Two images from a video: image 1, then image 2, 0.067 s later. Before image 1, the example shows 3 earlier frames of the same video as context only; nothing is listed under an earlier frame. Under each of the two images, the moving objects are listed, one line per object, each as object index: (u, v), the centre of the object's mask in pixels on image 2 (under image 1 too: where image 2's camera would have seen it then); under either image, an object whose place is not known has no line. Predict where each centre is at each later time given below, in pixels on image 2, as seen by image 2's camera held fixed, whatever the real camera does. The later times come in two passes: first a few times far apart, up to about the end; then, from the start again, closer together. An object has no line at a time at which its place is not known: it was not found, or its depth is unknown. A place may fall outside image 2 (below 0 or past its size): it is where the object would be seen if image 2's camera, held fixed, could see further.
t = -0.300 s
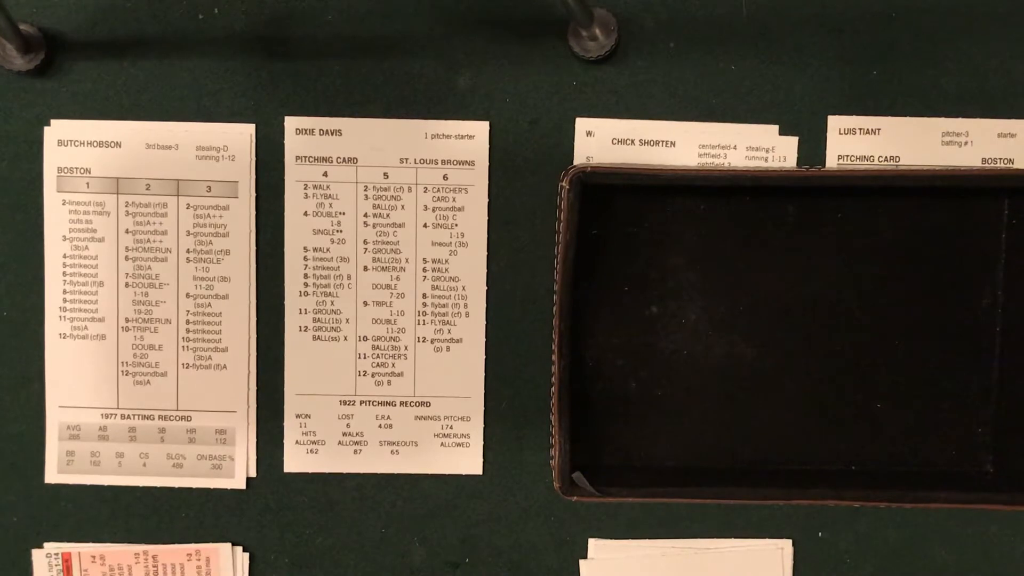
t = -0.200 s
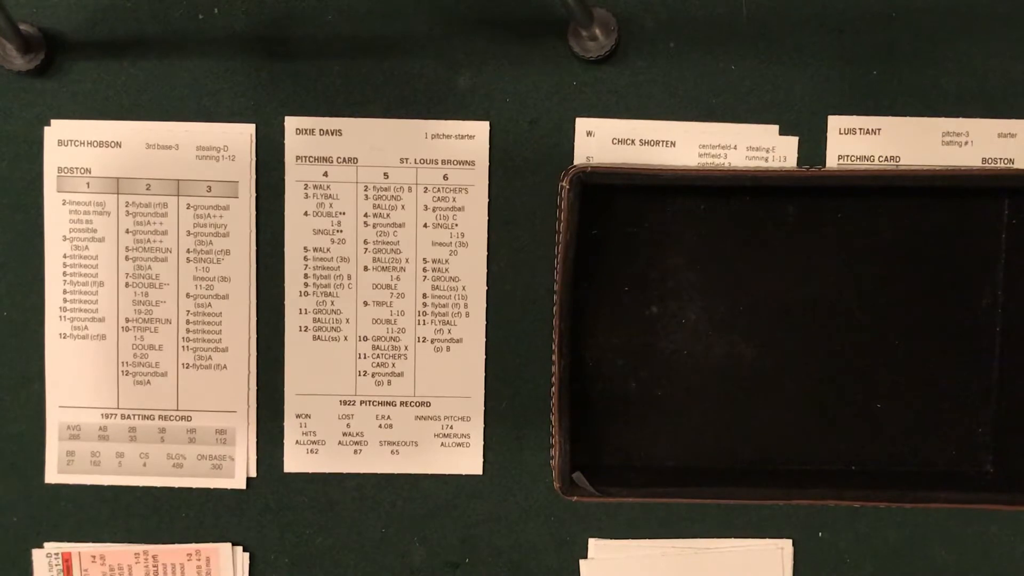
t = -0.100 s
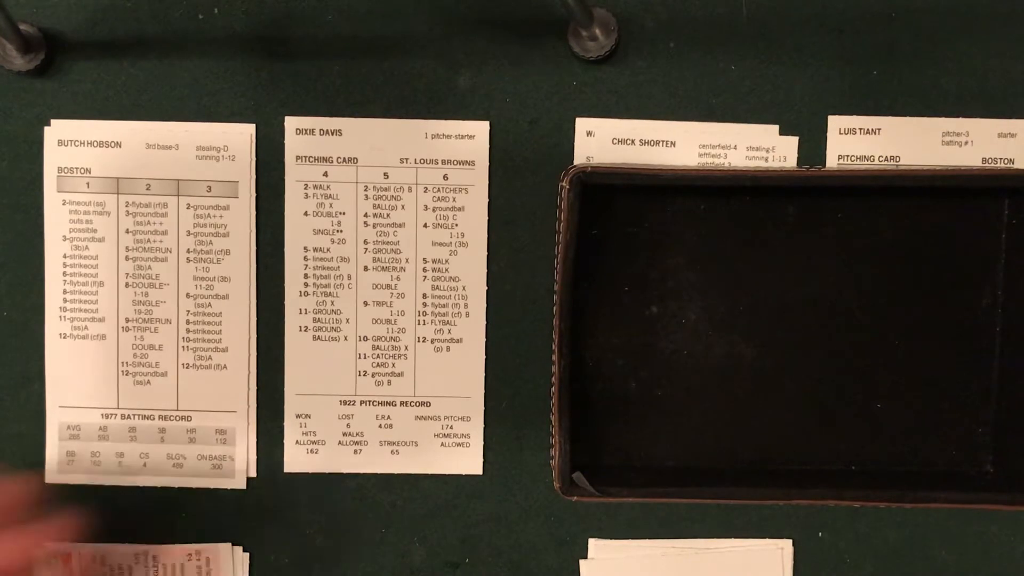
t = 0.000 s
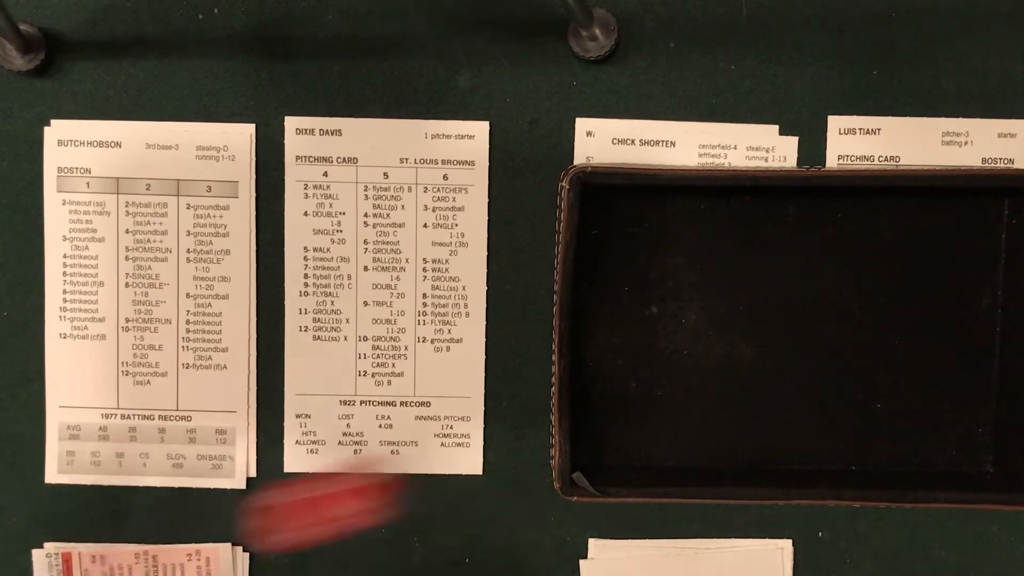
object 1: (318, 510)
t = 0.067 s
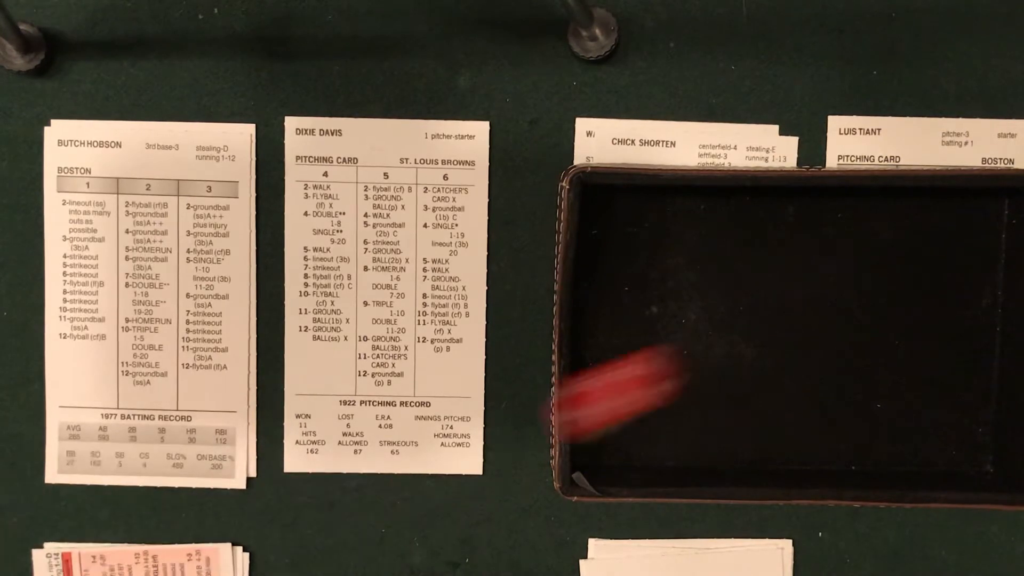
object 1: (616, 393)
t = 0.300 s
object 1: (943, 255)
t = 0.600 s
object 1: (890, 265)
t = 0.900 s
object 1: (890, 265)
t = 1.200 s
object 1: (890, 265)
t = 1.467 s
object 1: (890, 265)
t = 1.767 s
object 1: (890, 264)
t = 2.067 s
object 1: (890, 264)
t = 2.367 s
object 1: (890, 264)
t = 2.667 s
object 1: (890, 264)
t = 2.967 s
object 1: (890, 264)
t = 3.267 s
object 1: (890, 264)
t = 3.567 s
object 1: (890, 264)
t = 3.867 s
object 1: (890, 264)
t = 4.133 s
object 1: (890, 264)
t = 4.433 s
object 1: (890, 265)
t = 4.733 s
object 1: (890, 264)
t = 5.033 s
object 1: (890, 264)
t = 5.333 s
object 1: (890, 265)
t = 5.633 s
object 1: (890, 265)
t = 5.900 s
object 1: (890, 264)
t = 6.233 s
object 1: (890, 264)
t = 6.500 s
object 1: (890, 264)
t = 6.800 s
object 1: (890, 264)
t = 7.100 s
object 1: (890, 264)
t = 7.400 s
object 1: (890, 264)
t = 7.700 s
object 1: (890, 264)
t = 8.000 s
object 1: (890, 264)
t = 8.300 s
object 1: (890, 264)
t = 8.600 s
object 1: (890, 264)
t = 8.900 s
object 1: (890, 264)
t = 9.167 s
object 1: (890, 264)
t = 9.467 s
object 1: (890, 265)
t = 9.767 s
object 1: (890, 264)
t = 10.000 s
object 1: (890, 264)
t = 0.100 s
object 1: (722, 342)
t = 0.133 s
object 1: (818, 313)
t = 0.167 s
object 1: (971, 280)
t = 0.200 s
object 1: (974, 268)
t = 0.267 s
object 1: (958, 259)
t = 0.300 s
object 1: (943, 255)
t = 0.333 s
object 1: (928, 252)
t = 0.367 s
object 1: (914, 253)
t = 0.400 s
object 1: (904, 256)
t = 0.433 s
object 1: (899, 261)
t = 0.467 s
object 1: (891, 264)
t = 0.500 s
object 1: (888, 266)
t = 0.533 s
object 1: (890, 265)
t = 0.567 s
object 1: (890, 264)
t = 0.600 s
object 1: (890, 265)
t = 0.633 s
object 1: (890, 265)
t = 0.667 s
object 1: (890, 265)
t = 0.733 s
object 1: (890, 265)
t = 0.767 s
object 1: (890, 265)
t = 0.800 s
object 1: (890, 265)
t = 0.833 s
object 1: (890, 265)
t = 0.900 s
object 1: (890, 265)
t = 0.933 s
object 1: (890, 265)
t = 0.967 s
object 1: (890, 265)
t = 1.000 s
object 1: (890, 265)
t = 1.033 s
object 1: (890, 265)
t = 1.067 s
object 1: (890, 265)
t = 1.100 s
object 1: (890, 265)
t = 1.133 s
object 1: (890, 265)
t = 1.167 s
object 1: (890, 265)
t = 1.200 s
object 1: (890, 265)
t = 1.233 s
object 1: (890, 265)
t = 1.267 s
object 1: (890, 265)
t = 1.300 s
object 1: (890, 265)
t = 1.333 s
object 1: (890, 265)
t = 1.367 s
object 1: (890, 265)
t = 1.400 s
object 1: (890, 265)
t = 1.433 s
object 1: (890, 265)
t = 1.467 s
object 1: (890, 265)
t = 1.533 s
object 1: (890, 265)
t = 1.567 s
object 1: (890, 265)
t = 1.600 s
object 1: (890, 265)
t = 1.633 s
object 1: (890, 265)
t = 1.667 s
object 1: (890, 264)
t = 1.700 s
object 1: (890, 264)
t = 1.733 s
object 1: (890, 264)
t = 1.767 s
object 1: (890, 264)
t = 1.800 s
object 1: (890, 264)
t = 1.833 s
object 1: (890, 264)
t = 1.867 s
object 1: (890, 264)
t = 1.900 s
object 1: (890, 264)
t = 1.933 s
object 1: (890, 264)
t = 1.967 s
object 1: (890, 264)
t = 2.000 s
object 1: (890, 264)
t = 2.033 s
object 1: (890, 264)
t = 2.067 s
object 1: (890, 264)
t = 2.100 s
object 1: (890, 265)
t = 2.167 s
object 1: (890, 264)
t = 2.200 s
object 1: (890, 264)
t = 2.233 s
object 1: (890, 264)
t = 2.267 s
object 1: (890, 264)
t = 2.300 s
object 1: (890, 264)
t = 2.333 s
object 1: (890, 264)
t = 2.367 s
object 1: (890, 264)
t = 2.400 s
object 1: (890, 264)
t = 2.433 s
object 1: (890, 264)
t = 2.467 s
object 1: (890, 264)
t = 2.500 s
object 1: (890, 264)
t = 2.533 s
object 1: (890, 264)
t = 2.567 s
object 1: (890, 264)
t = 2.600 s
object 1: (890, 264)
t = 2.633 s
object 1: (890, 264)
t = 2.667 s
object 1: (890, 264)
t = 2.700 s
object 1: (890, 265)
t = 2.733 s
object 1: (890, 264)
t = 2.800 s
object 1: (890, 264)
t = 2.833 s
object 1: (890, 264)
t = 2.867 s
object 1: (890, 264)
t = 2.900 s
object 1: (890, 265)
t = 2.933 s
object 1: (890, 264)
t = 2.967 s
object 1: (890, 264)
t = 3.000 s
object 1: (890, 265)
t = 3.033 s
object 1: (890, 264)
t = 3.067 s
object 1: (890, 264)
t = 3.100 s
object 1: (890, 264)
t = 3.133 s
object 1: (890, 264)
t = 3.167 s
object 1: (890, 264)
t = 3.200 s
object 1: (890, 264)
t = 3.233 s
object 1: (890, 264)
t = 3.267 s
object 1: (890, 264)
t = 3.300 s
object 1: (890, 264)
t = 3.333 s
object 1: (890, 265)
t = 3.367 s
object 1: (890, 264)
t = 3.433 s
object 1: (890, 264)
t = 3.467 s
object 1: (890, 264)
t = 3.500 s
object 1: (890, 264)
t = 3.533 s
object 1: (890, 265)
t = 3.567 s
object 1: (890, 264)
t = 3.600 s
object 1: (890, 265)
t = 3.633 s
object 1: (890, 264)
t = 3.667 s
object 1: (890, 264)
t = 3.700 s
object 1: (890, 264)
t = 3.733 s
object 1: (890, 265)
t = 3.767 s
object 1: (890, 264)
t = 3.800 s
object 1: (890, 265)
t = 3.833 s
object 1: (890, 265)
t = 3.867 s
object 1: (890, 264)
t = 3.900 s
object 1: (890, 265)
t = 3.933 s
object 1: (890, 264)
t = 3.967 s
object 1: (890, 264)
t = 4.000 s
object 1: (890, 264)
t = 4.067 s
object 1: (890, 265)
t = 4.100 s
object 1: (890, 264)
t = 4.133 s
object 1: (890, 264)
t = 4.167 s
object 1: (890, 264)
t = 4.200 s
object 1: (890, 264)
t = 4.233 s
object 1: (890, 264)
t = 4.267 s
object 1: (890, 264)
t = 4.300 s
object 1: (890, 264)
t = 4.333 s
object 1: (890, 265)
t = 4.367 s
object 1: (890, 265)
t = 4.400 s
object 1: (890, 264)
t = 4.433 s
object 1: (890, 265)
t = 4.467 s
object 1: (890, 265)
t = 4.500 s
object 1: (890, 265)
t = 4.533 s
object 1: (890, 264)
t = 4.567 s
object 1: (890, 264)
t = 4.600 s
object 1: (890, 264)
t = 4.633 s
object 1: (890, 265)
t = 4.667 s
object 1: (890, 265)
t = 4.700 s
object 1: (890, 264)
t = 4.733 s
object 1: (890, 264)
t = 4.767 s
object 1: (890, 264)
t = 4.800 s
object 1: (890, 265)
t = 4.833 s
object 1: (890, 264)
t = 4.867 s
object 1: (890, 264)
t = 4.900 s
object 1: (890, 264)
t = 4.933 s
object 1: (890, 264)
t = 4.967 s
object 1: (890, 265)
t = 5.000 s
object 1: (890, 264)
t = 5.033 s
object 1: (890, 264)
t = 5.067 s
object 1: (890, 264)
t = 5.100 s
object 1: (890, 265)
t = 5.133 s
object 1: (890, 265)
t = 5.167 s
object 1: (890, 265)
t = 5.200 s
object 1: (890, 265)
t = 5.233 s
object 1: (890, 265)
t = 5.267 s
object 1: (890, 265)
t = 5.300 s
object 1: (890, 265)
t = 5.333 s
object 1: (890, 265)
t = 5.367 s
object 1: (890, 265)
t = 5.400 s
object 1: (890, 265)
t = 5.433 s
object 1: (890, 265)
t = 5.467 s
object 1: (890, 265)
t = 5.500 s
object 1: (890, 265)
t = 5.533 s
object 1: (890, 265)
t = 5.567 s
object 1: (890, 265)
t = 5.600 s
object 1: (890, 265)
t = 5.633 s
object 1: (890, 265)
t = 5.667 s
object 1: (890, 265)
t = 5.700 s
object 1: (890, 264)
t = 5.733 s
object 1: (890, 264)
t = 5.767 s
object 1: (890, 264)
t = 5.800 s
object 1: (890, 264)
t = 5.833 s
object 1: (890, 264)
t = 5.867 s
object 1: (890, 264)
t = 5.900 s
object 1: (890, 264)
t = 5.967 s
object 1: (890, 264)
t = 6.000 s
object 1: (890, 264)
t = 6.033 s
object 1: (890, 264)
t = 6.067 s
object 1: (890, 264)
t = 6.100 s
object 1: (890, 264)
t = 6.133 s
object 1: (890, 264)
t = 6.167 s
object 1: (890, 264)
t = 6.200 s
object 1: (890, 264)
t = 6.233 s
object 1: (890, 264)
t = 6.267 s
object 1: (890, 264)
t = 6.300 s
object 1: (890, 264)
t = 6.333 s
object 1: (890, 264)
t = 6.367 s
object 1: (890, 264)
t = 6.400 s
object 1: (890, 264)
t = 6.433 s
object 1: (890, 264)
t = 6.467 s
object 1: (890, 264)
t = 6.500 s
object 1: (890, 264)
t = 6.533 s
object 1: (890, 264)
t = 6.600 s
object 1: (890, 264)
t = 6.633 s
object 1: (890, 264)
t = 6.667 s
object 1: (890, 264)
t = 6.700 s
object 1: (890, 264)
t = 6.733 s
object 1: (890, 264)
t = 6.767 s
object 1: (890, 264)
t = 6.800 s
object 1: (890, 264)
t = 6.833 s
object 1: (890, 264)
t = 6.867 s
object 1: (890, 264)
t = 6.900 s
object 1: (890, 264)
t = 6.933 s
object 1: (890, 264)
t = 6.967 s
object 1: (890, 264)
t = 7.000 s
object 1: (890, 264)
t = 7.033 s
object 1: (890, 264)
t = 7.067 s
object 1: (890, 264)
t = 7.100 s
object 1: (890, 264)
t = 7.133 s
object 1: (890, 264)
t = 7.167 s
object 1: (890, 264)
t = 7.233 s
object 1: (890, 264)
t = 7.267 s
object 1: (890, 264)
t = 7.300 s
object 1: (890, 264)
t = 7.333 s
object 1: (890, 264)
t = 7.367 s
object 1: (890, 264)
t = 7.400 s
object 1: (890, 264)
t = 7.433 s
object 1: (890, 264)
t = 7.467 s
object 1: (890, 264)
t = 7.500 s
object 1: (890, 264)
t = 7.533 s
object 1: (890, 264)
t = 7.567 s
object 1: (890, 264)
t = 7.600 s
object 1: (890, 264)
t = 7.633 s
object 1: (890, 264)
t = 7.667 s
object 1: (890, 264)
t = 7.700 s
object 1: (890, 264)
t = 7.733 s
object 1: (890, 264)
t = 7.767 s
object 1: (890, 264)
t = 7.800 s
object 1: (890, 264)
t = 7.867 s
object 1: (890, 264)
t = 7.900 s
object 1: (890, 264)
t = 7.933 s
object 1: (890, 264)
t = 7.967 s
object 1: (890, 264)
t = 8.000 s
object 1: (890, 264)
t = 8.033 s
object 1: (890, 264)
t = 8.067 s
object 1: (890, 264)
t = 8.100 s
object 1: (890, 264)
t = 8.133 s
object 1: (890, 264)
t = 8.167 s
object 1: (890, 264)
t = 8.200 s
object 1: (890, 264)
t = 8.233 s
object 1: (890, 264)
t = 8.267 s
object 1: (890, 264)
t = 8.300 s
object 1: (890, 264)
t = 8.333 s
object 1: (890, 264)
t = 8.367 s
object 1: (890, 264)
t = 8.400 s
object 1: (890, 264)
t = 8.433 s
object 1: (890, 264)
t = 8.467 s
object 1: (890, 264)
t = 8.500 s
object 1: (890, 264)
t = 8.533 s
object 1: (890, 264)
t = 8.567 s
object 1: (890, 264)
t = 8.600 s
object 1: (890, 264)
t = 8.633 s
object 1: (890, 264)
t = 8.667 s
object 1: (890, 264)
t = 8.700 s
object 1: (890, 264)
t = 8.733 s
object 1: (890, 265)
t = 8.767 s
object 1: (890, 264)
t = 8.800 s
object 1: (890, 265)
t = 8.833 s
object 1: (890, 265)
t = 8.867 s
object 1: (890, 265)
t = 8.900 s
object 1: (890, 264)
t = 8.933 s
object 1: (890, 265)
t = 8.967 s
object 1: (890, 264)
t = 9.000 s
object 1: (890, 264)
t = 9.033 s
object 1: (890, 264)
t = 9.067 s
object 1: (890, 264)
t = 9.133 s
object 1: (890, 264)
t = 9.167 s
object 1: (890, 264)
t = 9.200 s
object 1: (890, 264)
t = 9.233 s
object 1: (890, 264)
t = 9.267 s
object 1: (890, 264)
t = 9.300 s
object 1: (890, 264)
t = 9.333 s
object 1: (890, 264)
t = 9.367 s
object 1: (890, 264)
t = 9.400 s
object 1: (890, 264)
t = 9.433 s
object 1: (890, 264)
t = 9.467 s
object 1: (890, 265)
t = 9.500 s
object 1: (890, 265)
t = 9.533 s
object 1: (890, 265)
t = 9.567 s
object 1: (890, 264)
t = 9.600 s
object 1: (890, 264)
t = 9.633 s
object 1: (890, 265)
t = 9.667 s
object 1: (890, 264)
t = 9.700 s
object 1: (890, 264)
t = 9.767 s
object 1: (890, 264)
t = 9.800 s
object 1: (890, 264)
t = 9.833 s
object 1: (890, 264)
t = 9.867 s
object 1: (890, 264)
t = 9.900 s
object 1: (890, 264)
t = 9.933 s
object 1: (890, 264)
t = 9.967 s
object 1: (890, 264)
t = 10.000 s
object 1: (890, 264)
